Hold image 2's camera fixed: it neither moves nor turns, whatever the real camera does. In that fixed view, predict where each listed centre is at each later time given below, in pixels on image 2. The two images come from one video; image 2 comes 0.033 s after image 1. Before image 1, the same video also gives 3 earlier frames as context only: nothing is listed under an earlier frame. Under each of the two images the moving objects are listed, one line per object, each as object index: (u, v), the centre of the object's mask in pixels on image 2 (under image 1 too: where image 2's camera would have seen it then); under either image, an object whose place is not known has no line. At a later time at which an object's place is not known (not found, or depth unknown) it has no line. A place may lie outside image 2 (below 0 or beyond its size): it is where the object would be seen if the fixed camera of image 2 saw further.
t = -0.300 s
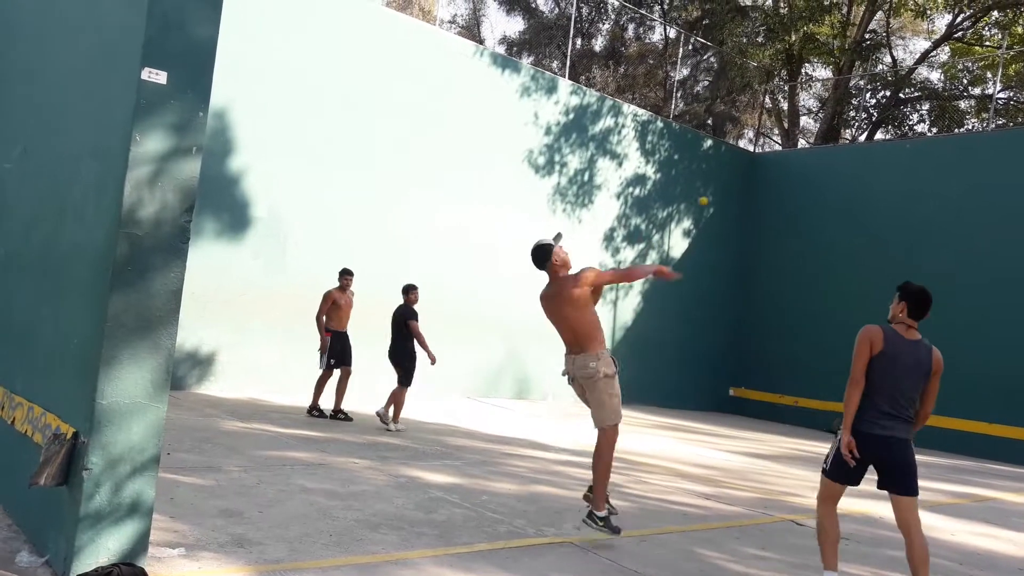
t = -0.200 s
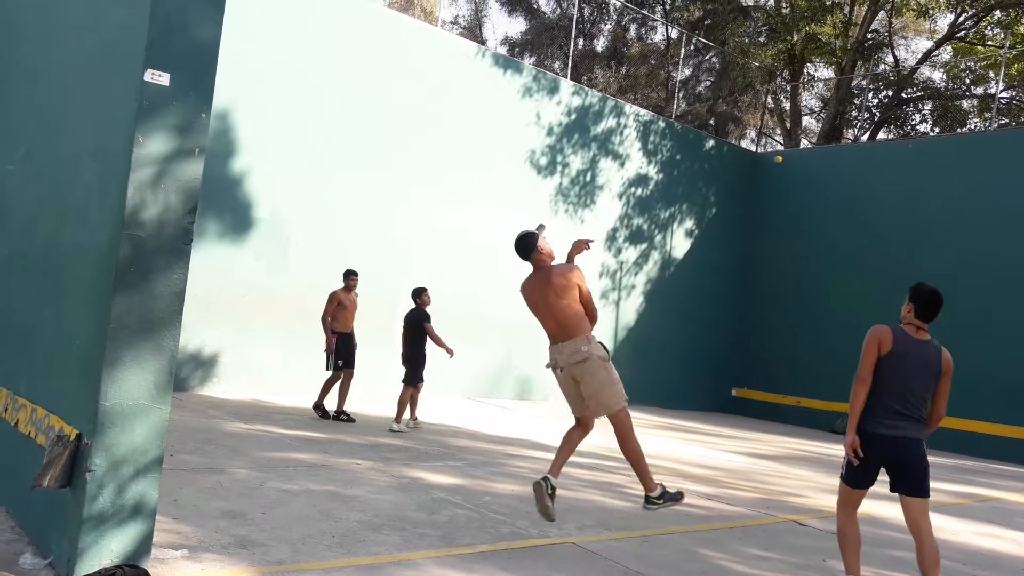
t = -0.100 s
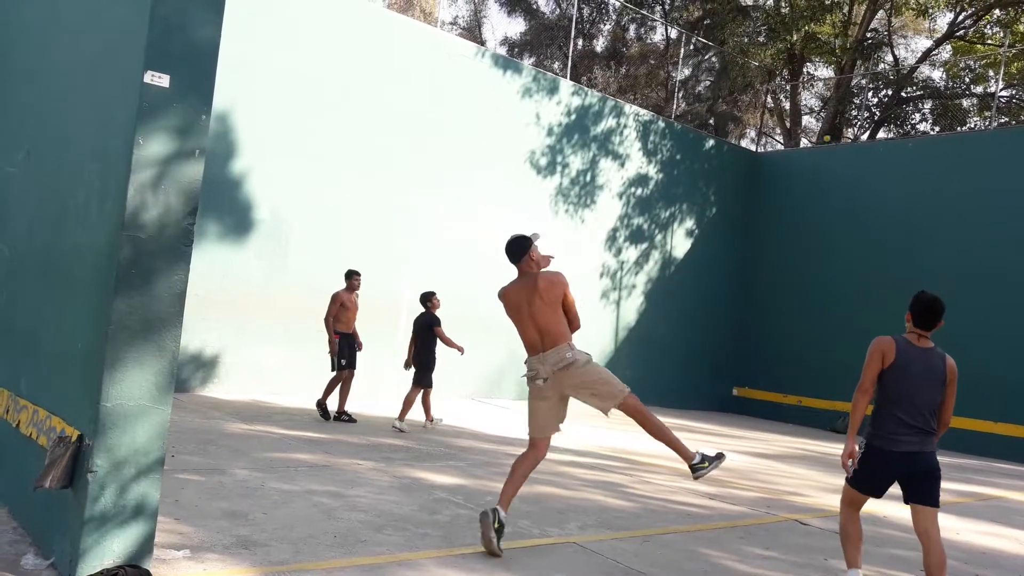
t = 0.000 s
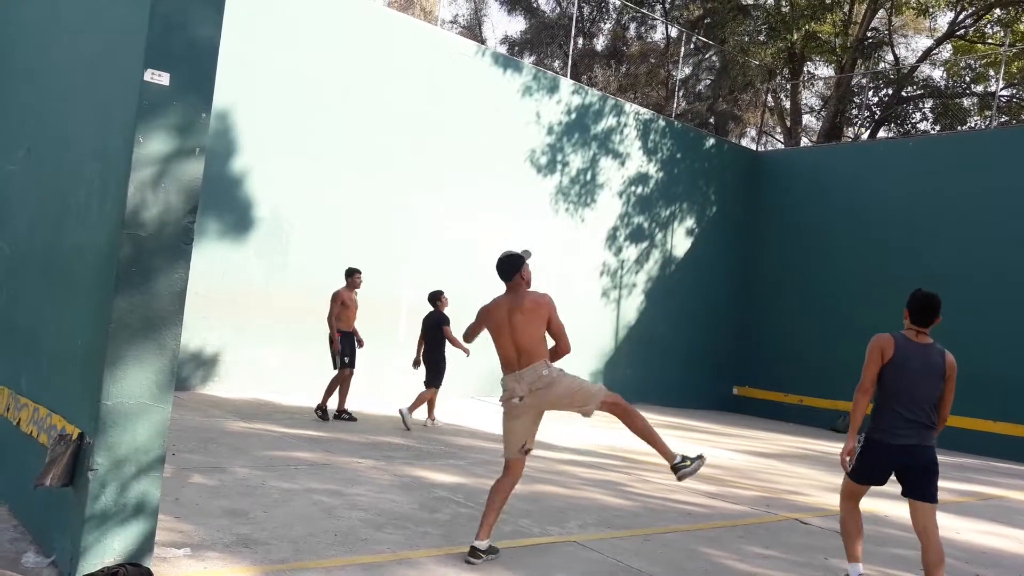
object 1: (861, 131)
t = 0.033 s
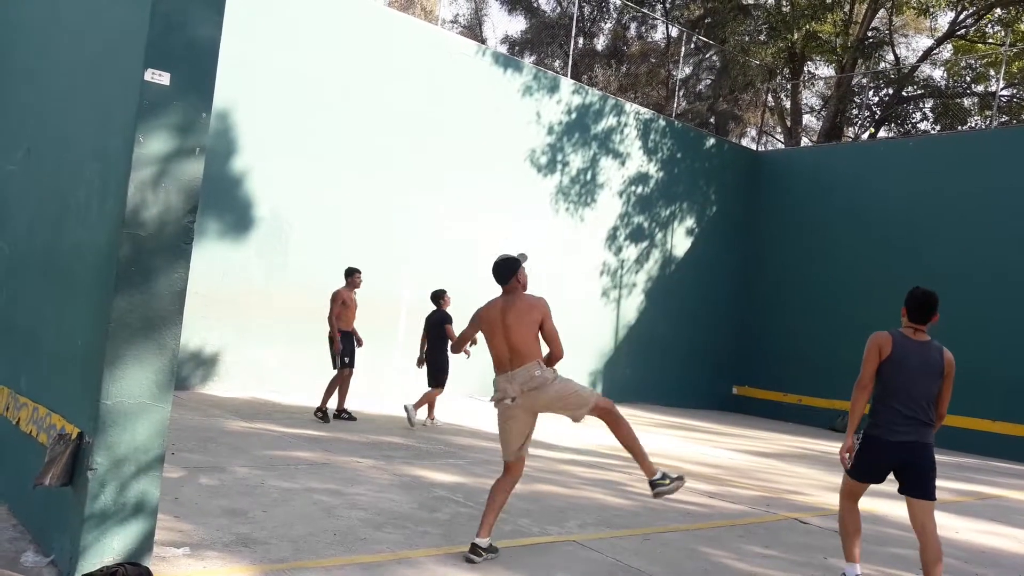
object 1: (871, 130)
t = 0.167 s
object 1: (900, 138)
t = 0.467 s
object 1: (937, 184)
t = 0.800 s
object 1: (893, 229)
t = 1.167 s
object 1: (753, 319)
